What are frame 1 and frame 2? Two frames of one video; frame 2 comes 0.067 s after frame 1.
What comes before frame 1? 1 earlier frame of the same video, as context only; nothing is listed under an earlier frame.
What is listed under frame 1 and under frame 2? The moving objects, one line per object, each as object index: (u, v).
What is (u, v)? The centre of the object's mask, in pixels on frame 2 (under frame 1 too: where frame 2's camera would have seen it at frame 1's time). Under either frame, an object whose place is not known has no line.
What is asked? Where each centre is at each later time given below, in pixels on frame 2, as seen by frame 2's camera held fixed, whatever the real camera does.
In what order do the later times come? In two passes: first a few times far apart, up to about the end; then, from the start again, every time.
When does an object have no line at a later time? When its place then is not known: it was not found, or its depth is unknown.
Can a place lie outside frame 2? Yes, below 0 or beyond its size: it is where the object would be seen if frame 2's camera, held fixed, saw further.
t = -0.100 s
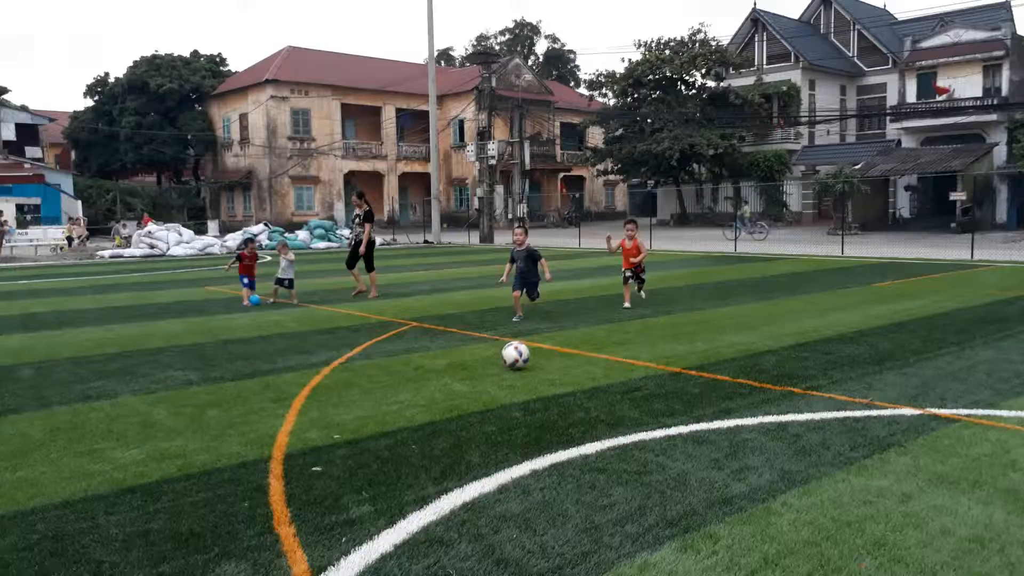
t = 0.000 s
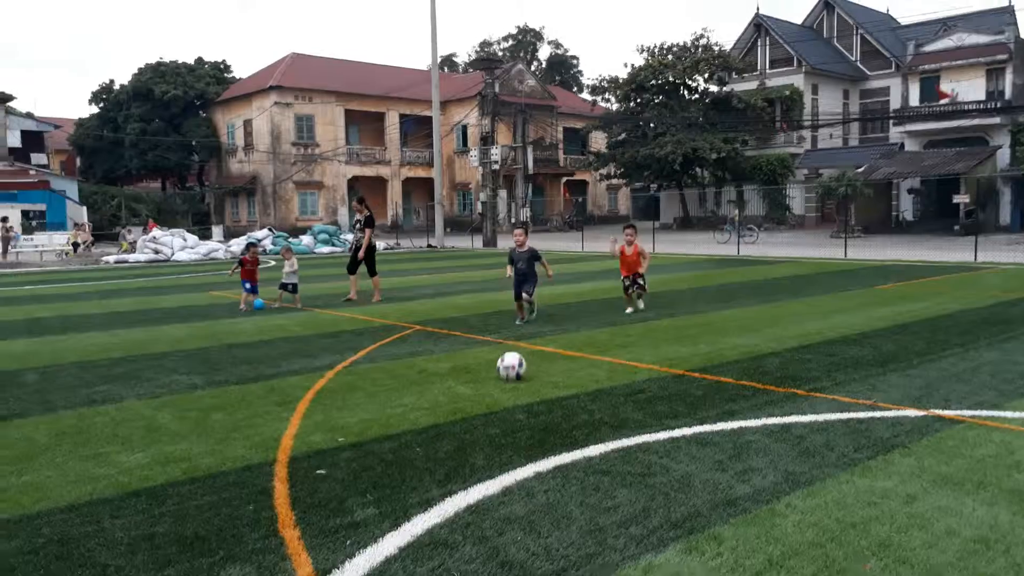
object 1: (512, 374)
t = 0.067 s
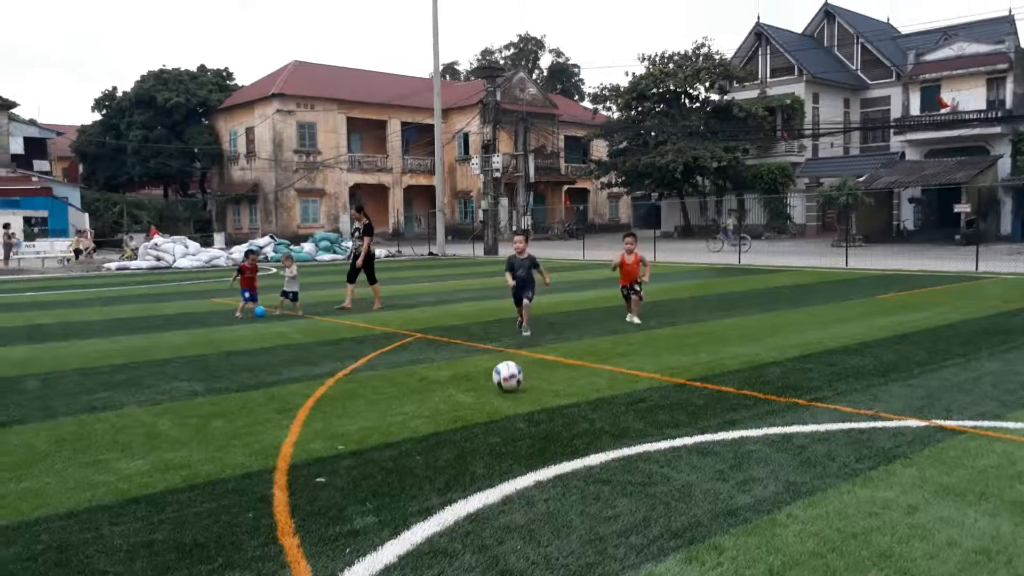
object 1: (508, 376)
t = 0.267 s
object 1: (493, 391)
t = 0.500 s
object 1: (476, 410)
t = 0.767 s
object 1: (453, 435)
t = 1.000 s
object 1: (429, 459)
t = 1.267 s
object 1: (404, 488)
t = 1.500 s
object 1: (383, 520)
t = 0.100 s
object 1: (505, 378)
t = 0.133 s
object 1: (502, 382)
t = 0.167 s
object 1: (500, 384)
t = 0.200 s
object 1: (498, 386)
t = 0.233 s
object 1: (496, 388)
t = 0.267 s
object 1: (493, 391)
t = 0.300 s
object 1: (490, 394)
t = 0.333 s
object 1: (488, 397)
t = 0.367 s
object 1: (486, 399)
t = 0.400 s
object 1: (483, 402)
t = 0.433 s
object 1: (481, 405)
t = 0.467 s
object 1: (478, 407)
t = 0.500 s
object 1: (476, 410)
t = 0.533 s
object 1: (474, 412)
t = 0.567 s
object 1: (471, 416)
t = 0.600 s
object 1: (468, 419)
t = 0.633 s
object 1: (465, 423)
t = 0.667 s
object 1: (462, 425)
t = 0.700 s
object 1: (459, 428)
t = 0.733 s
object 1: (456, 431)
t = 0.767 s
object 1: (453, 435)
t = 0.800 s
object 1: (449, 437)
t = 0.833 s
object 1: (446, 441)
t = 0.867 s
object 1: (444, 445)
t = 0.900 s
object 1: (440, 448)
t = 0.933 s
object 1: (437, 450)
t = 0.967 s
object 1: (433, 455)
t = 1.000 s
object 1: (429, 459)
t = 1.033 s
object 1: (426, 462)
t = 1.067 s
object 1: (423, 465)
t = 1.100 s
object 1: (420, 469)
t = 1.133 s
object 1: (417, 473)
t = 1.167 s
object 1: (413, 477)
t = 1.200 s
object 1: (410, 481)
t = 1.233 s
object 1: (407, 485)
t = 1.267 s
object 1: (404, 488)
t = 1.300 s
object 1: (401, 492)
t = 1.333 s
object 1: (397, 497)
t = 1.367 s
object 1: (394, 502)
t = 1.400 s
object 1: (391, 504)
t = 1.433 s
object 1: (388, 510)
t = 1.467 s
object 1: (386, 515)
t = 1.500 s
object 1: (383, 520)
